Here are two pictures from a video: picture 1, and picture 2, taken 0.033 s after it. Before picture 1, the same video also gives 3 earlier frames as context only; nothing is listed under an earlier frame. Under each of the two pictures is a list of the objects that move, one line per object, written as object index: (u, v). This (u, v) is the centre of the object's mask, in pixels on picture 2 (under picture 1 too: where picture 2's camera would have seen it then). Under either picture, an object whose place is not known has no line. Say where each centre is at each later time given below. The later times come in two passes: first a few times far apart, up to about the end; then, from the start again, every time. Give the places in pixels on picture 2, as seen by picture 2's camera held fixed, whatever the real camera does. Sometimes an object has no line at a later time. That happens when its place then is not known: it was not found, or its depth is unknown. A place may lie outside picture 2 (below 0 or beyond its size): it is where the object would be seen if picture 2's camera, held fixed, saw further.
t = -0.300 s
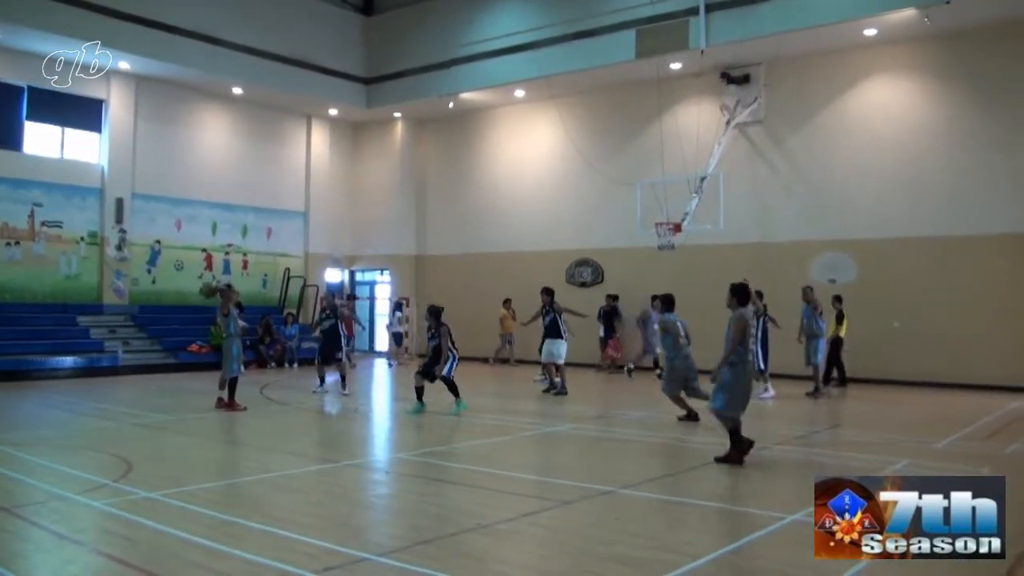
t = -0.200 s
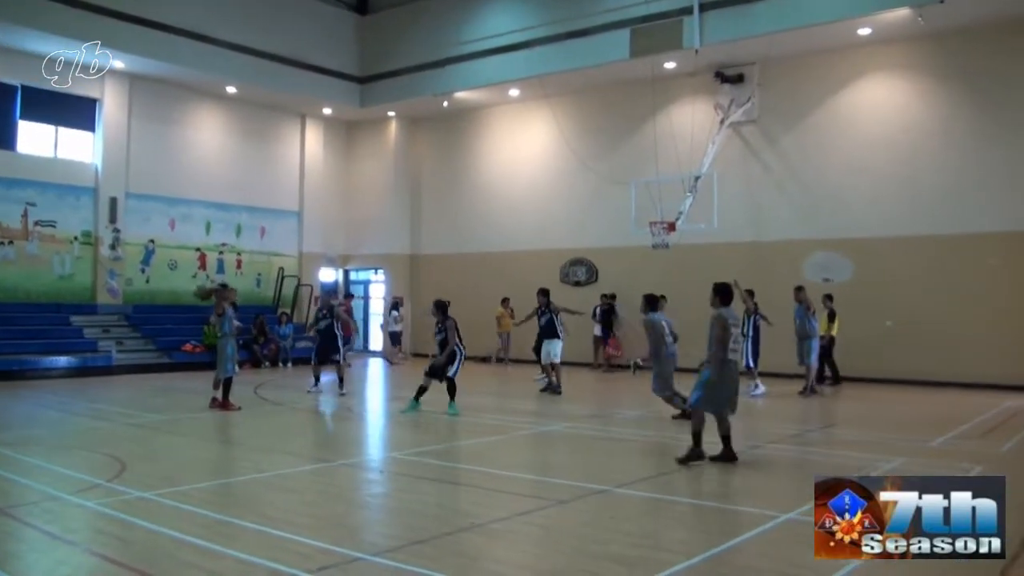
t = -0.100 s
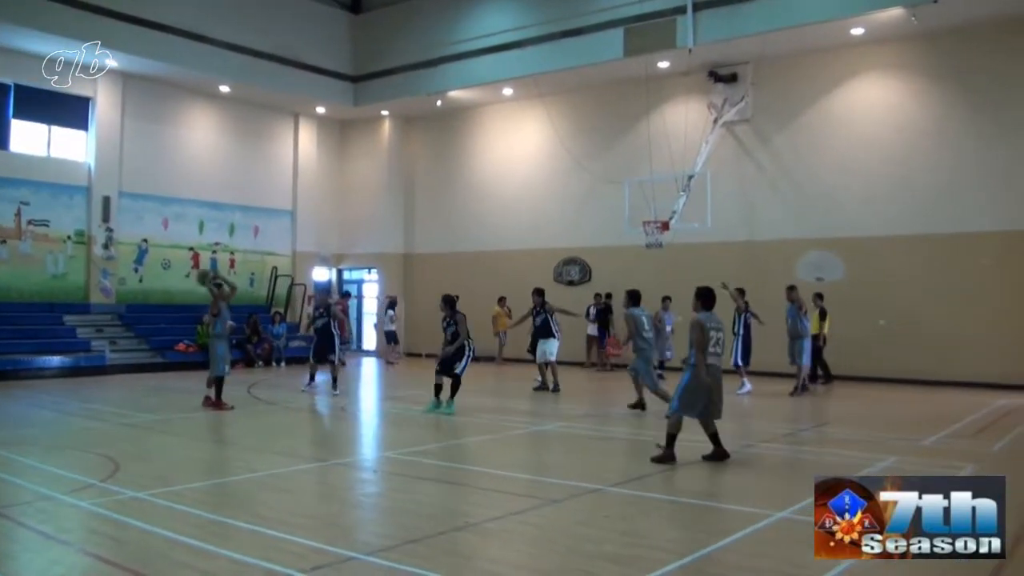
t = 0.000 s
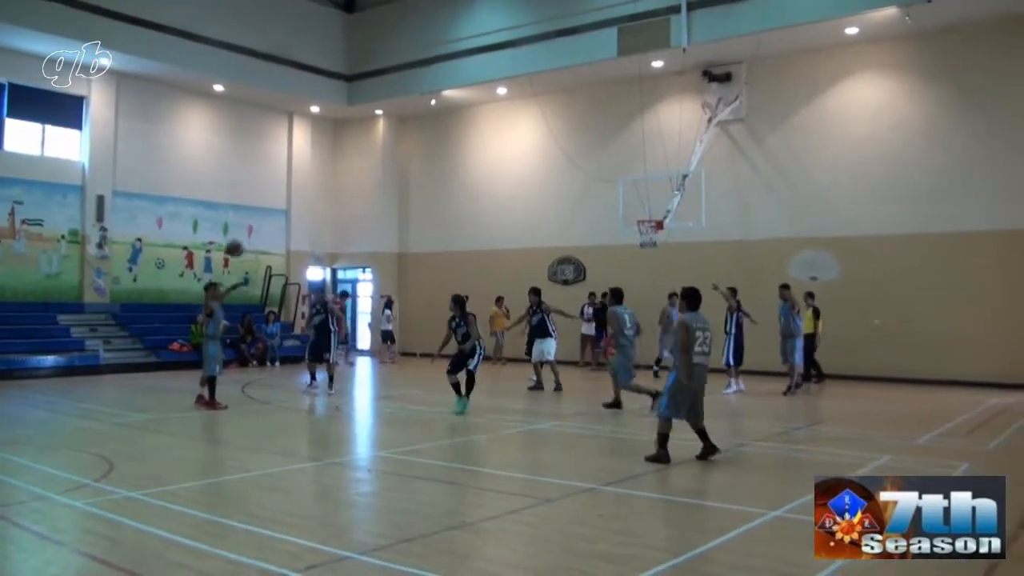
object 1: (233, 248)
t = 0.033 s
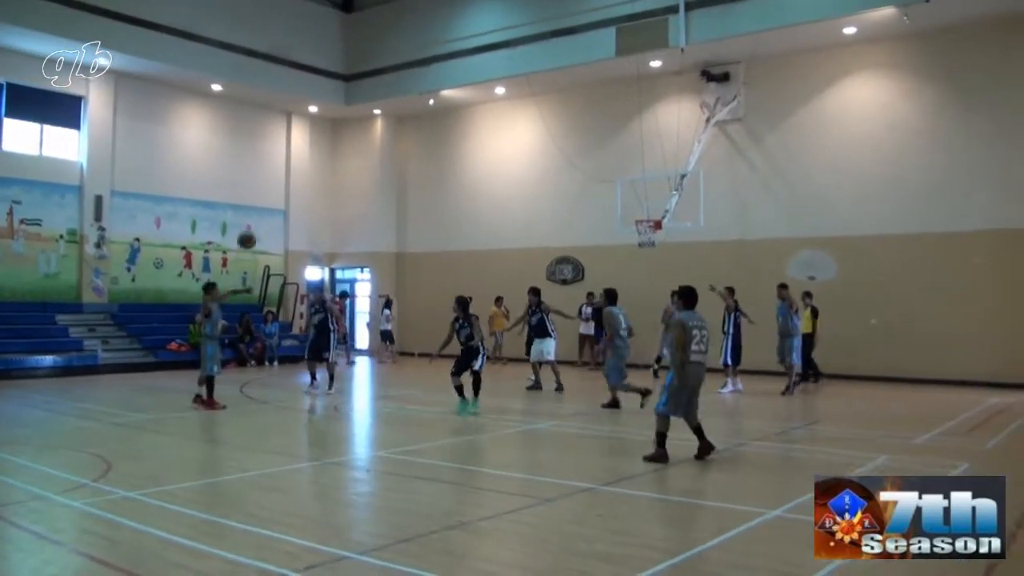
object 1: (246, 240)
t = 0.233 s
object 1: (337, 208)
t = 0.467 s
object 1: (463, 214)
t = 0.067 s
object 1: (261, 233)
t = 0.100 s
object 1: (275, 226)
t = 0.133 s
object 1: (290, 220)
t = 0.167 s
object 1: (305, 216)
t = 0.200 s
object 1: (321, 211)
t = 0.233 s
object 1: (337, 208)
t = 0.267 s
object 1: (353, 206)
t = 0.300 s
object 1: (370, 205)
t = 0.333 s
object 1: (388, 205)
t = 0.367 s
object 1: (406, 205)
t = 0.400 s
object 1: (425, 207)
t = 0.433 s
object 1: (444, 210)
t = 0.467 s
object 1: (463, 214)
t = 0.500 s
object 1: (483, 219)
